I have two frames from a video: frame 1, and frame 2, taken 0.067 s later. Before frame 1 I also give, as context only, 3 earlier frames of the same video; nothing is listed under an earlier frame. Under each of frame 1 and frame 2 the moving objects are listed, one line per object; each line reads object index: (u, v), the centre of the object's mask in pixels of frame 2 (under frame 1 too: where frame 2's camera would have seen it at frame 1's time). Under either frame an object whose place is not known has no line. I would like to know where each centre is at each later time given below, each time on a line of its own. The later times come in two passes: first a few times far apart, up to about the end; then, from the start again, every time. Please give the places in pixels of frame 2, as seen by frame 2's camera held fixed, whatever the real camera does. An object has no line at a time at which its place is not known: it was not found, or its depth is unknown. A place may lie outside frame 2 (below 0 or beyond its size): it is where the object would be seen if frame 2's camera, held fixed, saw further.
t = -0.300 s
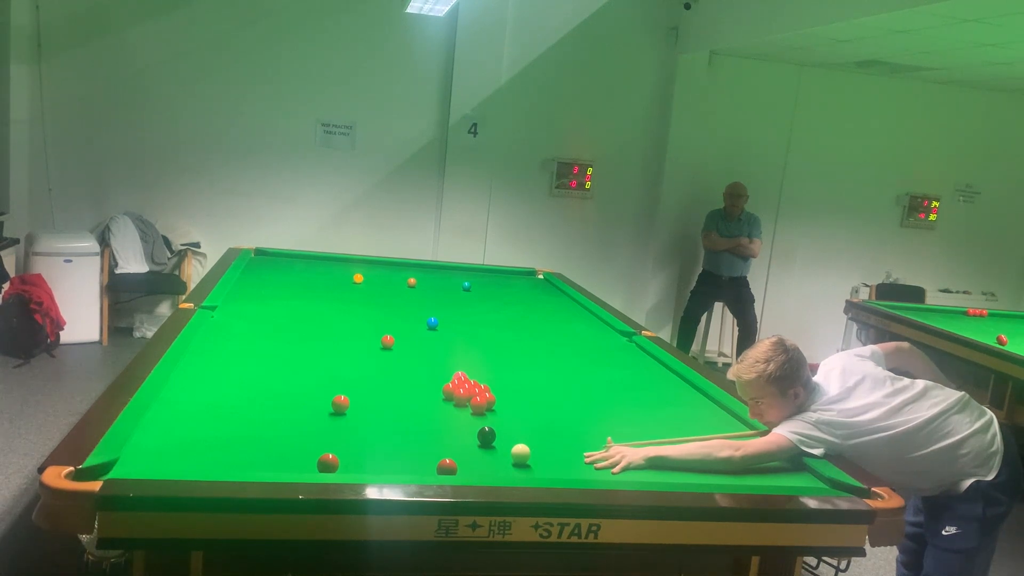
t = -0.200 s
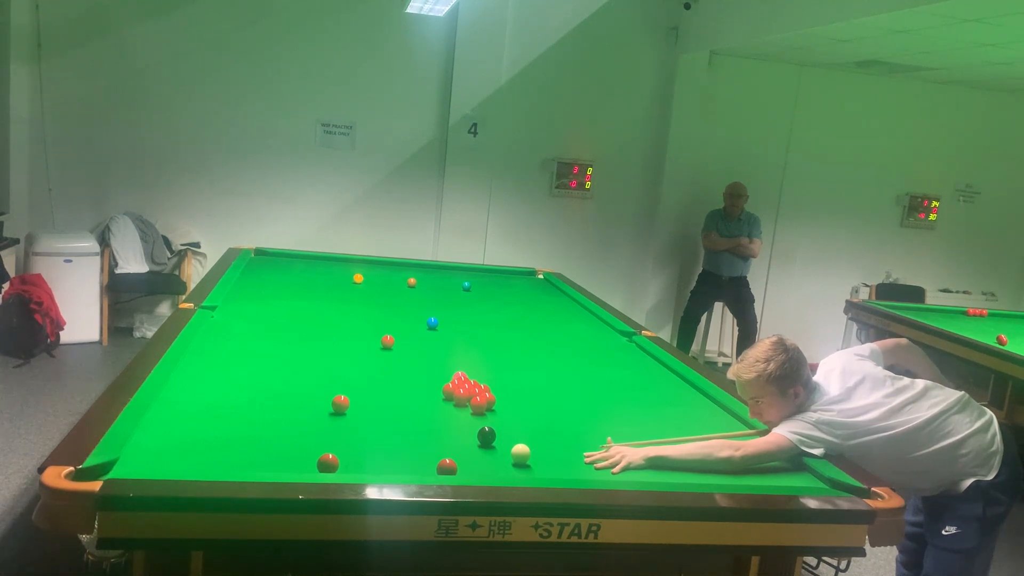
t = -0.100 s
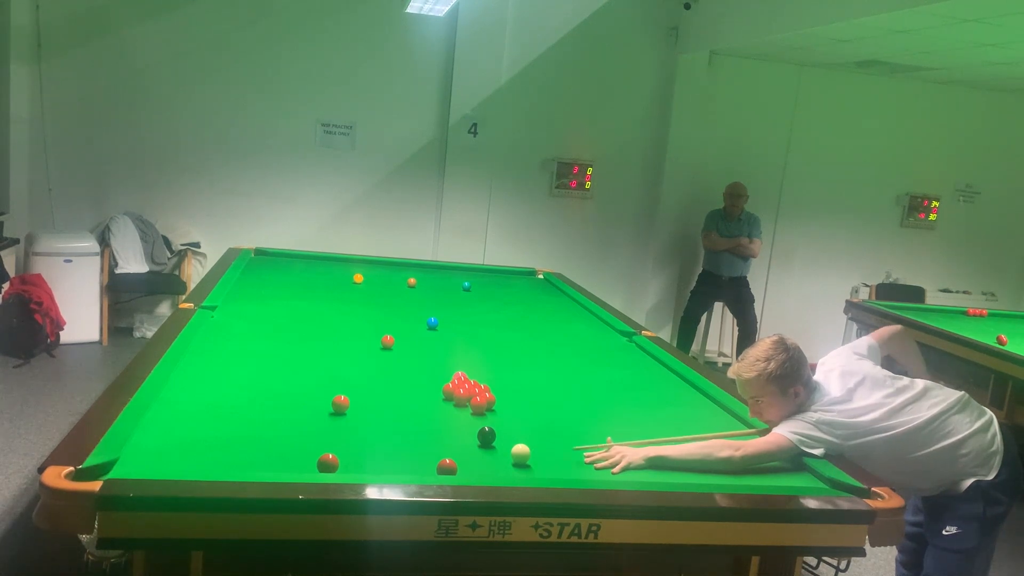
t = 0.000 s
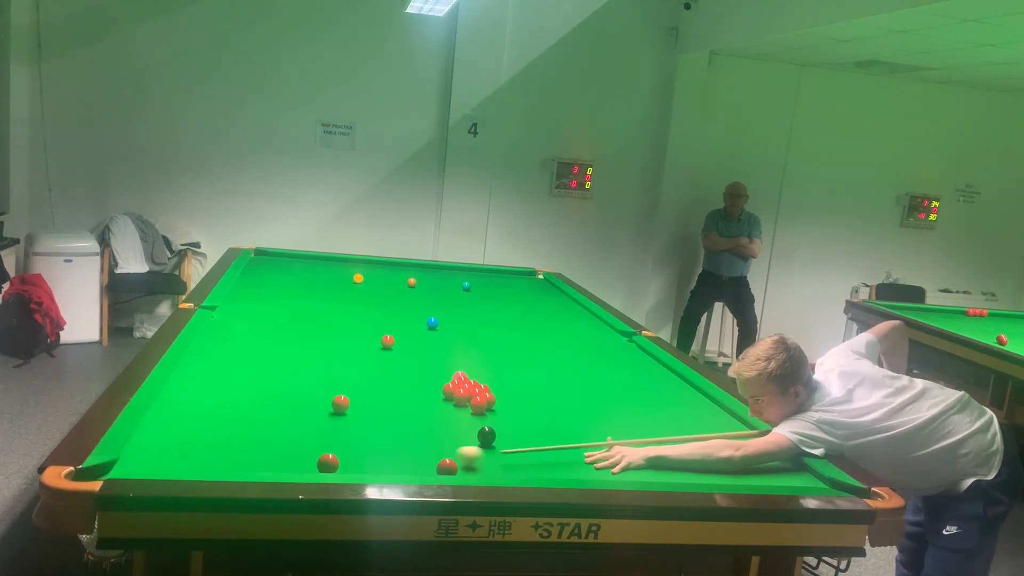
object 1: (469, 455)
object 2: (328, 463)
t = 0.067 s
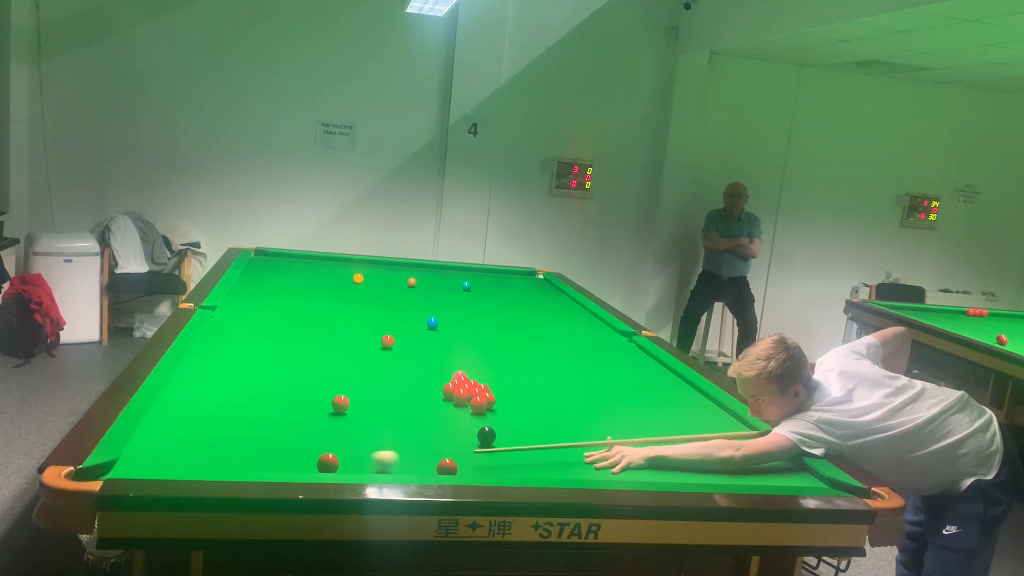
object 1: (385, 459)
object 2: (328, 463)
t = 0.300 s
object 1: (326, 467)
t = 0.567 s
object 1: (273, 464)
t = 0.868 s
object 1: (217, 458)
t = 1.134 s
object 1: (170, 450)
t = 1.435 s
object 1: (154, 443)
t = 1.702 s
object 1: (183, 439)
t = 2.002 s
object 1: (210, 434)
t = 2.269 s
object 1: (232, 431)
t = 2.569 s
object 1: (253, 428)
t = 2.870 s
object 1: (271, 425)
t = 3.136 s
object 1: (285, 423)
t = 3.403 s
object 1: (297, 421)
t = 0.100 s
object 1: (350, 463)
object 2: (318, 463)
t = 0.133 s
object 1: (348, 464)
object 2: (274, 463)
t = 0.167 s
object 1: (346, 465)
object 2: (228, 463)
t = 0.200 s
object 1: (342, 465)
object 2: (183, 463)
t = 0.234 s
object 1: (338, 466)
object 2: (136, 464)
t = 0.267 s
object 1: (332, 467)
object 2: (105, 472)
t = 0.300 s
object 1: (326, 467)
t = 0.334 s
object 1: (319, 468)
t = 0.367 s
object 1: (312, 467)
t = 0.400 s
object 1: (306, 466)
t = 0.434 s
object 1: (299, 466)
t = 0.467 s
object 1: (293, 465)
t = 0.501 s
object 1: (286, 465)
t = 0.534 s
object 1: (279, 464)
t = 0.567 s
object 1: (273, 464)
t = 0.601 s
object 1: (267, 463)
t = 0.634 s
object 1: (260, 462)
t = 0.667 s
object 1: (254, 462)
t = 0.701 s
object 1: (247, 461)
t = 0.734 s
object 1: (241, 460)
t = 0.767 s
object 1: (235, 460)
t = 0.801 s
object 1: (229, 459)
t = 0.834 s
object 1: (223, 459)
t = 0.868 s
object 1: (217, 458)
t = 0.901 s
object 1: (211, 457)
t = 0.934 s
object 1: (205, 455)
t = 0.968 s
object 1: (199, 455)
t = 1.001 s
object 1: (193, 454)
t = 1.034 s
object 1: (188, 453)
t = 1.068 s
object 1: (182, 452)
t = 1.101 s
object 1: (176, 451)
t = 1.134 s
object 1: (170, 450)
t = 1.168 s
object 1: (165, 449)
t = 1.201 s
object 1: (159, 448)
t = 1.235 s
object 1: (154, 447)
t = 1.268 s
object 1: (149, 446)
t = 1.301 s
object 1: (143, 446)
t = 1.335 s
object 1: (142, 445)
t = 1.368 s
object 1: (147, 444)
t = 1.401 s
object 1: (151, 444)
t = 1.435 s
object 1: (154, 443)
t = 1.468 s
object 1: (158, 442)
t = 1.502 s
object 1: (162, 442)
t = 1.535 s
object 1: (165, 442)
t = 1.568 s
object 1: (169, 441)
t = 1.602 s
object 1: (172, 441)
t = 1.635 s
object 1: (176, 440)
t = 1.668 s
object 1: (179, 439)
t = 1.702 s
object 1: (183, 439)
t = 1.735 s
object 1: (186, 438)
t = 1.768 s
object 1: (189, 438)
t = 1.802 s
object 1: (192, 437)
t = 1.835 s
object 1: (195, 437)
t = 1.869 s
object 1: (198, 436)
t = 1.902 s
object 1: (201, 436)
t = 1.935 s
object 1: (204, 435)
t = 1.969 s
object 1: (207, 435)
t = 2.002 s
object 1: (210, 434)
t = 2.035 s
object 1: (213, 434)
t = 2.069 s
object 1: (216, 433)
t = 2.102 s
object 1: (218, 433)
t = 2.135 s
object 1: (221, 432)
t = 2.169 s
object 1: (224, 432)
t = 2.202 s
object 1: (227, 432)
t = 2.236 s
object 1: (229, 431)
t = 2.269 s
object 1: (232, 431)
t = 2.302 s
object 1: (234, 430)
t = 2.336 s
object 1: (237, 430)
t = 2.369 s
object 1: (239, 429)
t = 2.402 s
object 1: (242, 429)
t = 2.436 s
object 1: (244, 429)
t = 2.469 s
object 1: (246, 429)
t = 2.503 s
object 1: (248, 428)
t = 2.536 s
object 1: (251, 428)
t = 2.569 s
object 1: (253, 428)
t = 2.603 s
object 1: (255, 427)
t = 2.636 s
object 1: (257, 427)
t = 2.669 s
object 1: (259, 426)
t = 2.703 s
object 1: (261, 426)
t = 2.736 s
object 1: (264, 426)
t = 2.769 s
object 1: (265, 426)
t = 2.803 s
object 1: (267, 425)
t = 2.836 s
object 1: (269, 425)
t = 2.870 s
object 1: (271, 425)
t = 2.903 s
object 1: (273, 424)
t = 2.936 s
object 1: (275, 424)
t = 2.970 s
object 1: (277, 424)
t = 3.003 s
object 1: (279, 424)
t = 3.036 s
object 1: (280, 423)
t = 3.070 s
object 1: (282, 423)
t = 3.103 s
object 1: (284, 423)
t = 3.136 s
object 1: (285, 423)
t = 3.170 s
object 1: (287, 422)
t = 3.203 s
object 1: (289, 422)
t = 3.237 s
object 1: (290, 422)
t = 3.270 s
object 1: (291, 422)
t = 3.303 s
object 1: (293, 422)
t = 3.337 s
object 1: (295, 421)
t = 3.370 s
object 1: (296, 421)
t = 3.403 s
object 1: (297, 421)
